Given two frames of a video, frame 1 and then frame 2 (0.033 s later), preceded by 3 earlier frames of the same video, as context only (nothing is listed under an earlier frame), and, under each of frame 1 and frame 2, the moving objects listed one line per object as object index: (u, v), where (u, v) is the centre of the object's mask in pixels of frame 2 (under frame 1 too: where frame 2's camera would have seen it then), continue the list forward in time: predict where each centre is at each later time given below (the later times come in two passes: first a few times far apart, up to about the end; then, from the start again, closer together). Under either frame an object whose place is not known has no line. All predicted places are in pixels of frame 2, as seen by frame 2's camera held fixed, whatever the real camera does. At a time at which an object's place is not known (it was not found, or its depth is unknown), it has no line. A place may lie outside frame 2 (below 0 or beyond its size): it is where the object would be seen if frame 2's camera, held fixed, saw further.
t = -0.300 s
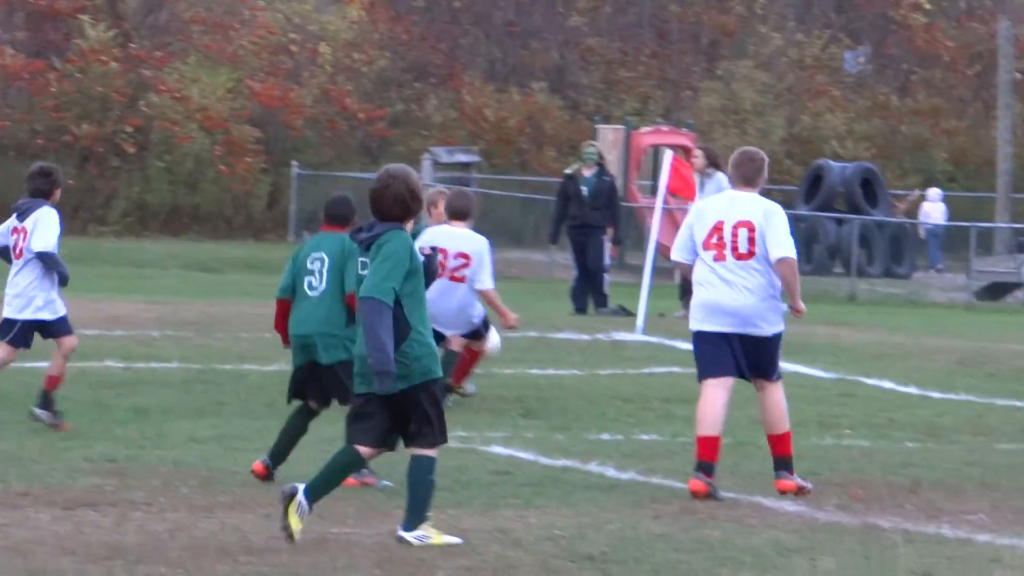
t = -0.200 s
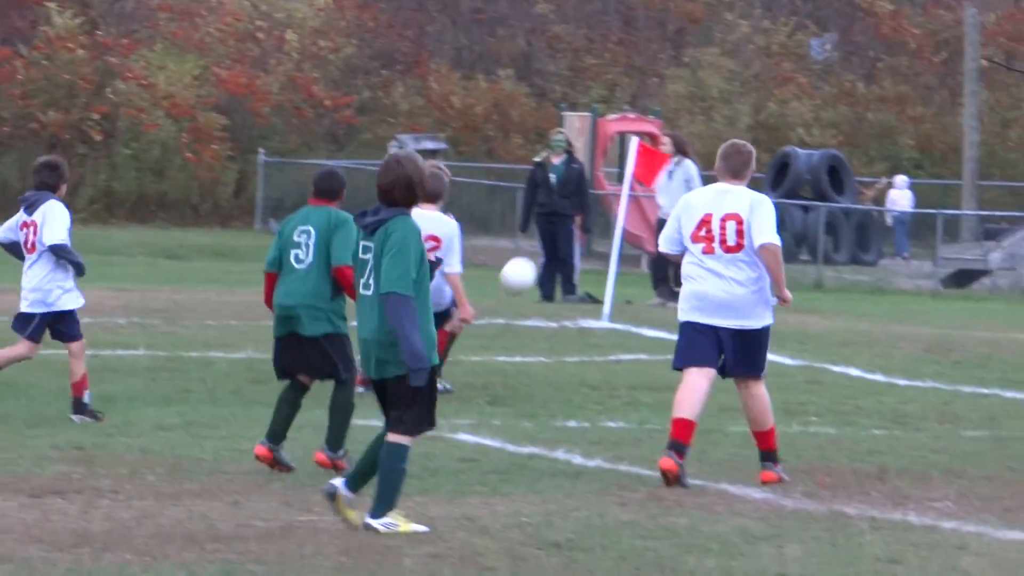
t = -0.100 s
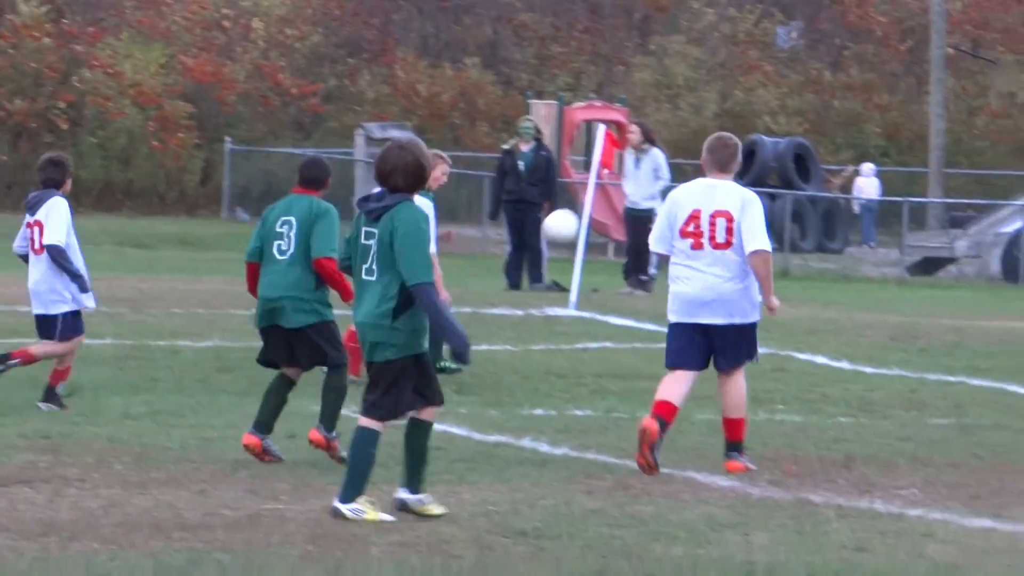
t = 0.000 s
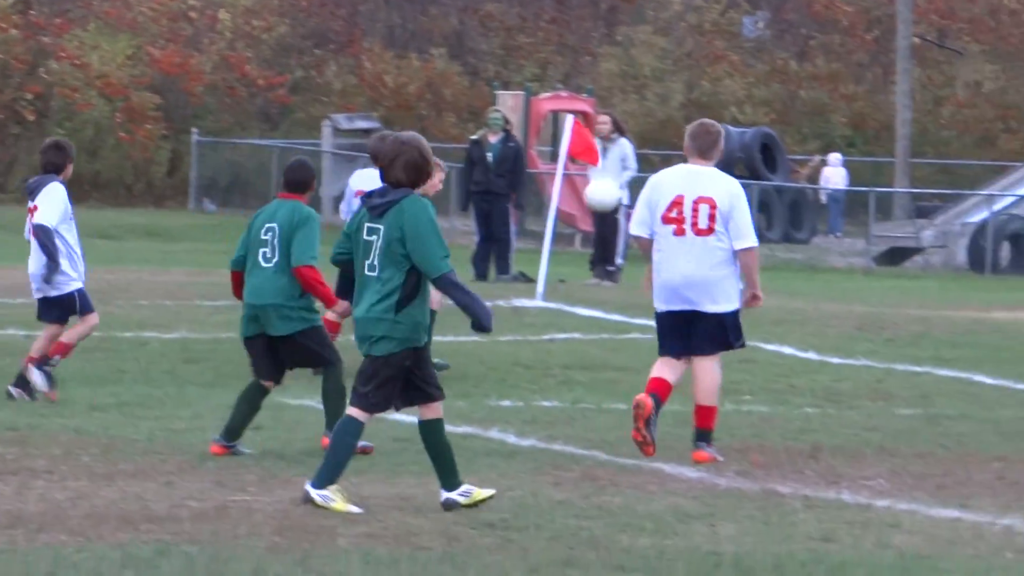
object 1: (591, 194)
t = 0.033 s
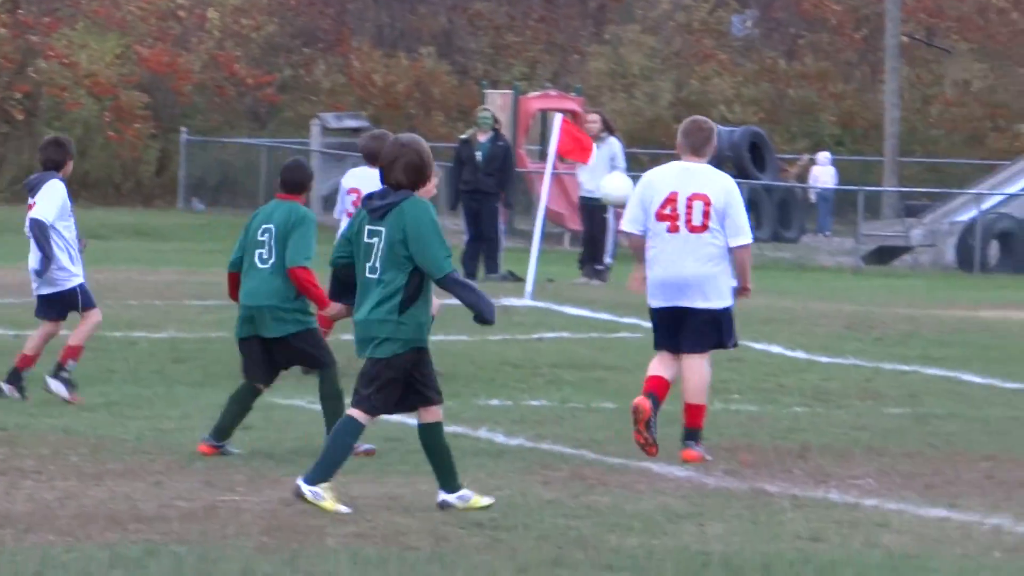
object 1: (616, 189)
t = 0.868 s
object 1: (1103, 277)
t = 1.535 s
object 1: (1387, 335)
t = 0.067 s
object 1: (634, 182)
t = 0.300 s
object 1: (800, 208)
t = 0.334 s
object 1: (822, 218)
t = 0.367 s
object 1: (844, 231)
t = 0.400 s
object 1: (865, 245)
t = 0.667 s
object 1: (1023, 324)
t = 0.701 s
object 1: (1036, 311)
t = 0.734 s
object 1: (1048, 302)
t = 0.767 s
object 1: (1061, 293)
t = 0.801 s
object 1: (1076, 286)
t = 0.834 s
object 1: (1090, 281)
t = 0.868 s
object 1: (1103, 277)
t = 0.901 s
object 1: (1116, 275)
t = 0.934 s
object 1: (1130, 276)
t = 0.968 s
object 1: (1143, 277)
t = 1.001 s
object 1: (1157, 280)
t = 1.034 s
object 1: (1170, 284)
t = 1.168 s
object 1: (1225, 321)
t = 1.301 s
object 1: (1280, 359)
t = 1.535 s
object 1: (1387, 335)
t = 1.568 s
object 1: (1402, 339)
